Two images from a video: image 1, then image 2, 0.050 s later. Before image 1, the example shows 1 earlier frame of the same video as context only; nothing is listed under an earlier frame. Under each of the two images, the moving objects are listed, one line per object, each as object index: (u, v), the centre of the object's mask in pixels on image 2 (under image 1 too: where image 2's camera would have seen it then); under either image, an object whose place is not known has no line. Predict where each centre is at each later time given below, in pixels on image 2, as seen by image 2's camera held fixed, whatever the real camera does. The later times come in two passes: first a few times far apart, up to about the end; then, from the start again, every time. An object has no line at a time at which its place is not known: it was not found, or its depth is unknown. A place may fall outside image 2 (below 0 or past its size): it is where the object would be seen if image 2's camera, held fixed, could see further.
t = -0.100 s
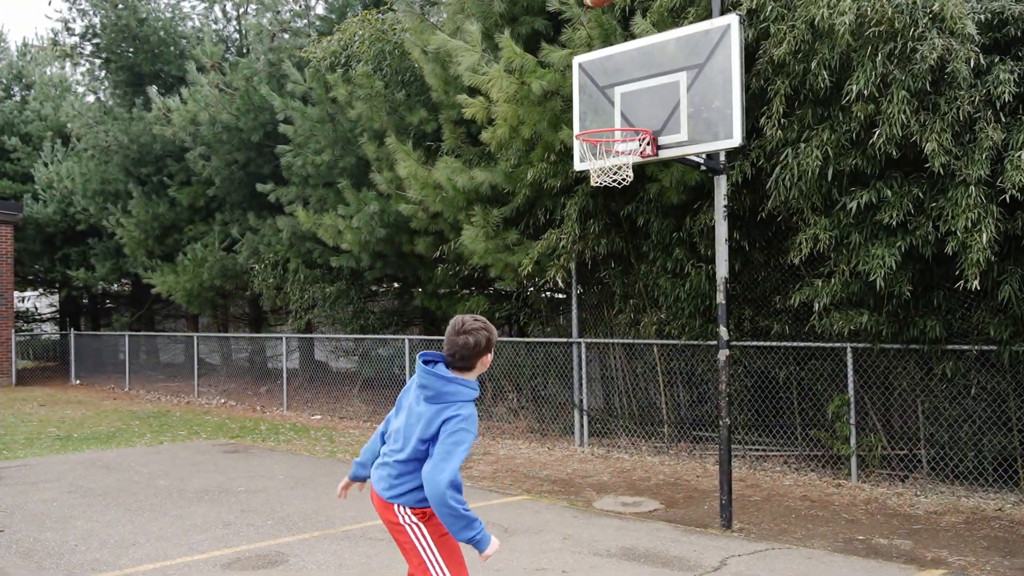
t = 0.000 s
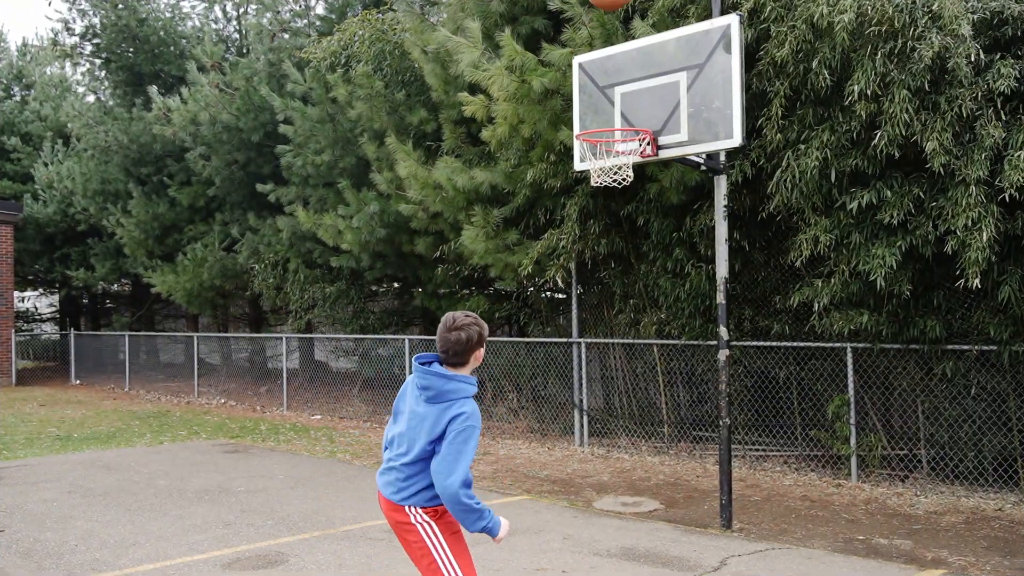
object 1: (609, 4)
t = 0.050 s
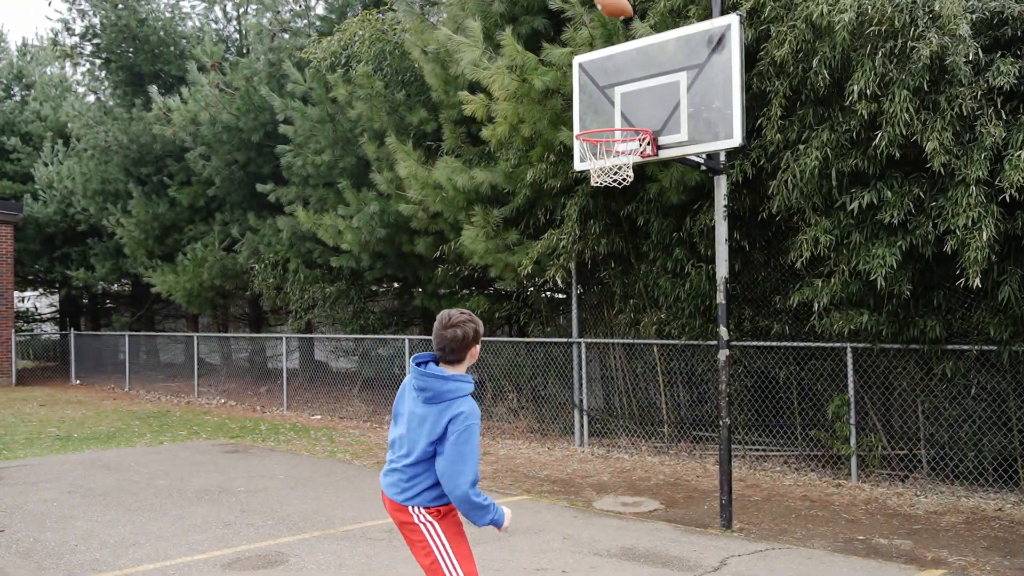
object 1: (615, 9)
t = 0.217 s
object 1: (626, 58)
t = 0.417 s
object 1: (601, 109)
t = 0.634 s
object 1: (605, 150)
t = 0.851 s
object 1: (625, 159)
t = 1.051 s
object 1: (620, 202)
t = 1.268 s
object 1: (614, 299)
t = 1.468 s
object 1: (610, 438)
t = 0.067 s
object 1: (616, 11)
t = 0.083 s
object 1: (616, 14)
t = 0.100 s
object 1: (617, 16)
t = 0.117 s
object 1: (618, 22)
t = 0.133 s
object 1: (620, 27)
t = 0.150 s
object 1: (621, 32)
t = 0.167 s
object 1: (622, 38)
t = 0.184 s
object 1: (623, 44)
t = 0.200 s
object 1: (624, 50)
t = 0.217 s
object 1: (626, 58)
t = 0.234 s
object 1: (627, 65)
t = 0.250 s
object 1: (627, 72)
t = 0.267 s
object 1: (627, 77)
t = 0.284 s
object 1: (625, 79)
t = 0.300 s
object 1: (622, 82)
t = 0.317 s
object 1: (619, 84)
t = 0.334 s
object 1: (616, 88)
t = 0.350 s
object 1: (613, 91)
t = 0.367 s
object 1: (611, 95)
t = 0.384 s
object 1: (607, 99)
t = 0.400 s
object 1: (604, 104)
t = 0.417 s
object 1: (601, 109)
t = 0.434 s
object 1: (598, 115)
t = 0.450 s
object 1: (595, 120)
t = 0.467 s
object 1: (591, 129)
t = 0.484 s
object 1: (590, 135)
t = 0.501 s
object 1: (592, 137)
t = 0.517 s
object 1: (593, 141)
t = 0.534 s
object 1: (594, 144)
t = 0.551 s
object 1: (596, 147)
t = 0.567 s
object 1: (598, 150)
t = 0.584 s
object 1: (599, 152)
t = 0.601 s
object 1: (600, 151)
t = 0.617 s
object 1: (603, 151)
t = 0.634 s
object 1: (605, 150)
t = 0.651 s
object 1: (607, 148)
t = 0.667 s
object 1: (610, 147)
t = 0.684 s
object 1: (612, 145)
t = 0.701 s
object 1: (613, 145)
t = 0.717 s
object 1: (614, 145)
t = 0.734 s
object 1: (615, 145)
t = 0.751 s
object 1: (617, 146)
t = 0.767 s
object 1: (619, 147)
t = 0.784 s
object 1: (621, 150)
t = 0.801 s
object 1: (622, 152)
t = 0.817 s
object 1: (624, 154)
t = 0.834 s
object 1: (624, 156)
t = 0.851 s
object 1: (625, 159)
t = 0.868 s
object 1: (625, 163)
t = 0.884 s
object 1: (625, 166)
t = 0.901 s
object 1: (625, 169)
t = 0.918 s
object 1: (625, 172)
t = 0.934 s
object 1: (624, 175)
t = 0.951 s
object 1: (624, 177)
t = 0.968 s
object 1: (623, 180)
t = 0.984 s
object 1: (622, 184)
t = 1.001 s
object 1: (622, 188)
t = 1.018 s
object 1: (621, 192)
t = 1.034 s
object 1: (621, 197)
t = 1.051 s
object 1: (620, 202)
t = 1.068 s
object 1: (620, 207)
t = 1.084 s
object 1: (619, 213)
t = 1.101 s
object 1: (618, 219)
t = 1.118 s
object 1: (618, 225)
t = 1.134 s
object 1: (617, 232)
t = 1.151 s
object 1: (617, 239)
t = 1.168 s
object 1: (617, 247)
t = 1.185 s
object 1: (616, 255)
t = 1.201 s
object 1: (615, 263)
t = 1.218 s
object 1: (615, 272)
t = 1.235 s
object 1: (615, 280)
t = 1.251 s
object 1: (614, 290)
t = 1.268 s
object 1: (614, 299)
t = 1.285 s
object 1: (613, 309)
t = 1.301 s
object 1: (613, 320)
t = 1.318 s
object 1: (612, 329)
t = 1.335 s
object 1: (612, 340)
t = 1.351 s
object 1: (612, 351)
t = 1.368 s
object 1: (612, 363)
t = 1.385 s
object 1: (611, 375)
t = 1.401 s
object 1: (611, 387)
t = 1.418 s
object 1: (611, 398)
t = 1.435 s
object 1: (611, 411)
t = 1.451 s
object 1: (610, 424)
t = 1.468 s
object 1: (610, 438)
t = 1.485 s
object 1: (609, 450)
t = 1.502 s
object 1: (610, 464)
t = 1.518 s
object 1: (609, 479)
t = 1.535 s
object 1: (608, 492)
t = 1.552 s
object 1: (609, 508)
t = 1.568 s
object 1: (602, 508)
